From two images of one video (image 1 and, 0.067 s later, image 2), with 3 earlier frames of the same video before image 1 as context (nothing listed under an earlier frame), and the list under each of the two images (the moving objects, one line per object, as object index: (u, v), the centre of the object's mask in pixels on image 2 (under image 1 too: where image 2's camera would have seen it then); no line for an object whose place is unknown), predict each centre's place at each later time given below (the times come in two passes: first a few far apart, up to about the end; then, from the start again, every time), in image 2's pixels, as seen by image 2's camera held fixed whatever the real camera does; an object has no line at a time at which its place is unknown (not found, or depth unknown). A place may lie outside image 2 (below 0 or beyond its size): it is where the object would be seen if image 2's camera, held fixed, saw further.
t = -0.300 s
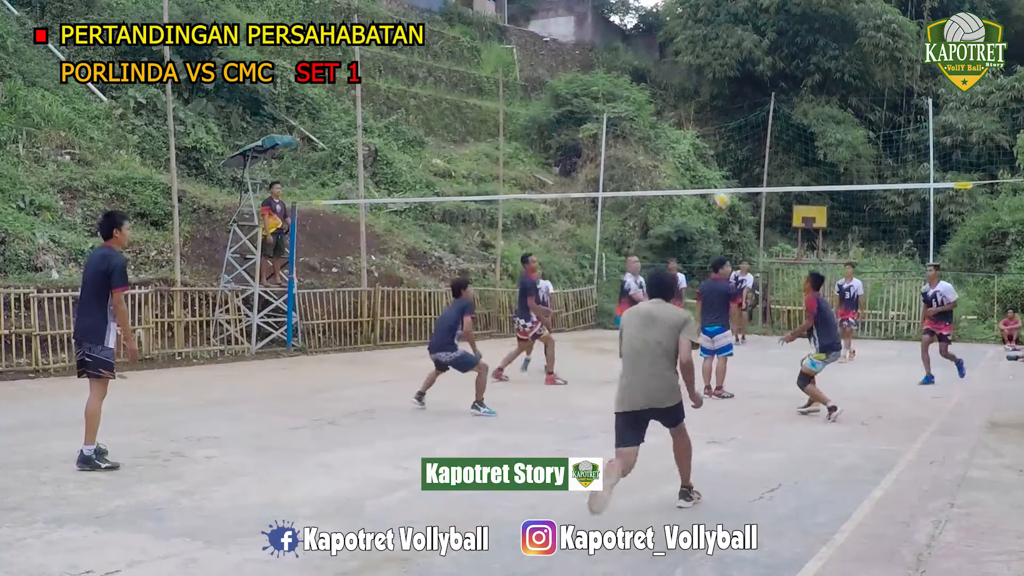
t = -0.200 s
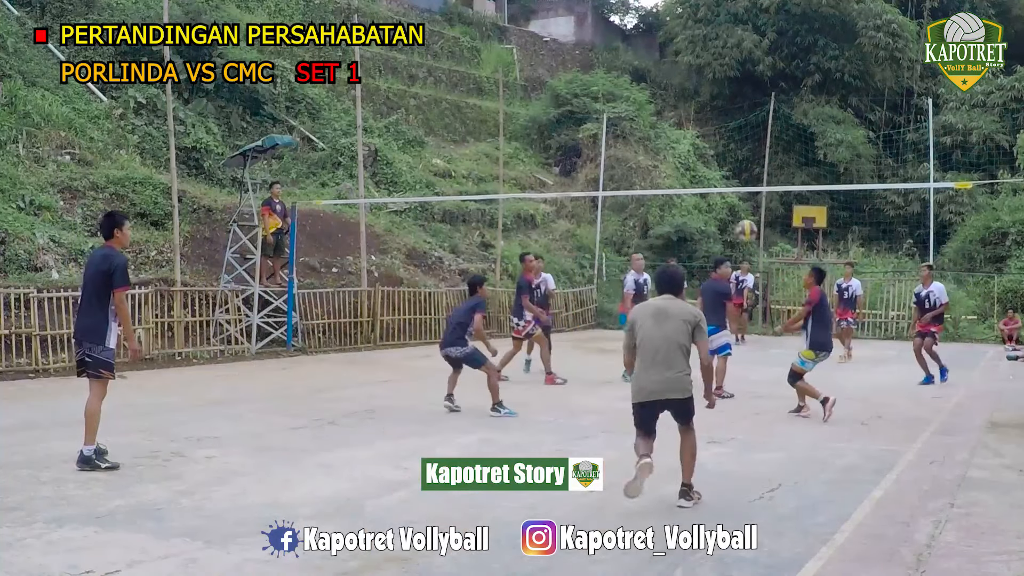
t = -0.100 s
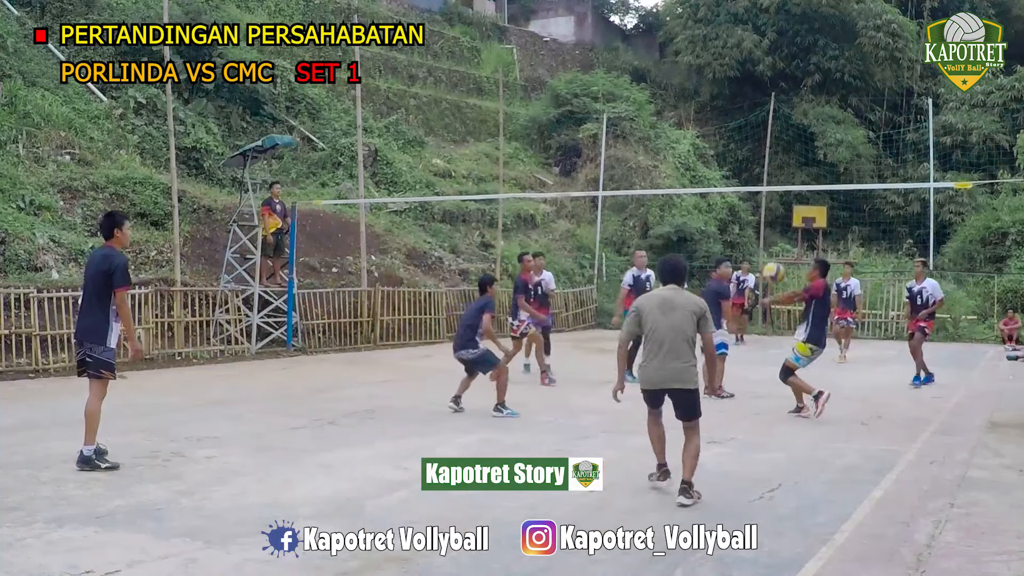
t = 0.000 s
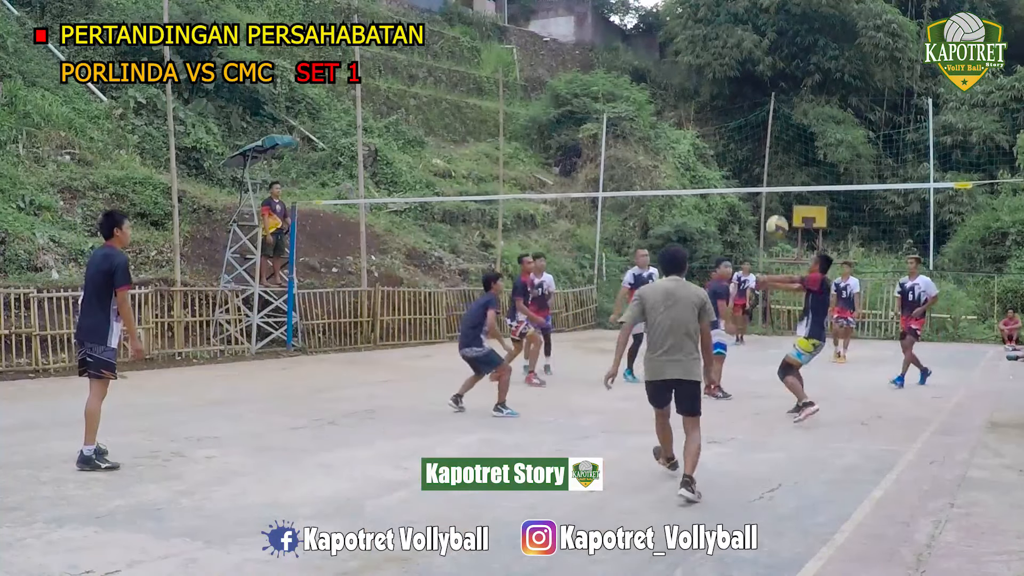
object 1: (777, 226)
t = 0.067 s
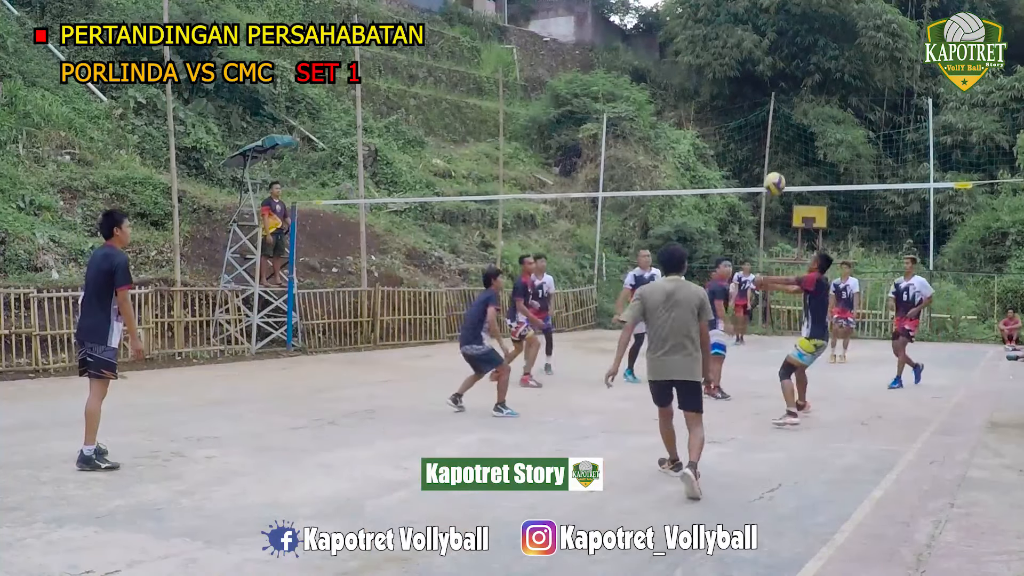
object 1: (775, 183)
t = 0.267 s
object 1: (766, 85)
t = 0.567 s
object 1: (753, 14)
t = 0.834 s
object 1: (744, 22)
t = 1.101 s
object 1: (736, 95)
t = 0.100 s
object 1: (773, 163)
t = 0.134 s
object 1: (772, 146)
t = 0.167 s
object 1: (770, 128)
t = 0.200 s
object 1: (769, 112)
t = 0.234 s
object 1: (767, 98)
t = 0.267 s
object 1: (766, 85)
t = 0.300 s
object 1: (764, 72)
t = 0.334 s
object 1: (763, 61)
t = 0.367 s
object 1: (761, 51)
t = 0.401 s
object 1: (760, 41)
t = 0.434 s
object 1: (759, 34)
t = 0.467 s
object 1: (757, 27)
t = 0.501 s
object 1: (756, 23)
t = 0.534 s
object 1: (755, 18)
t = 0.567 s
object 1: (753, 14)
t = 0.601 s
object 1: (752, 12)
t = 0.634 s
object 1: (751, 10)
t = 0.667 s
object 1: (750, 10)
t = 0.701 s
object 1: (749, 10)
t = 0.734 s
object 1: (748, 12)
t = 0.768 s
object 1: (746, 14)
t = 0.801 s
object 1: (745, 17)
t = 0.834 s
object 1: (744, 22)
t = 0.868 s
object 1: (743, 26)
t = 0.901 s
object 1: (742, 33)
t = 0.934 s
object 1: (741, 41)
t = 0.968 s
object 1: (740, 50)
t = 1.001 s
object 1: (739, 60)
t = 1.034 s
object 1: (738, 70)
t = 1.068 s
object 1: (737, 82)
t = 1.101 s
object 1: (736, 95)
